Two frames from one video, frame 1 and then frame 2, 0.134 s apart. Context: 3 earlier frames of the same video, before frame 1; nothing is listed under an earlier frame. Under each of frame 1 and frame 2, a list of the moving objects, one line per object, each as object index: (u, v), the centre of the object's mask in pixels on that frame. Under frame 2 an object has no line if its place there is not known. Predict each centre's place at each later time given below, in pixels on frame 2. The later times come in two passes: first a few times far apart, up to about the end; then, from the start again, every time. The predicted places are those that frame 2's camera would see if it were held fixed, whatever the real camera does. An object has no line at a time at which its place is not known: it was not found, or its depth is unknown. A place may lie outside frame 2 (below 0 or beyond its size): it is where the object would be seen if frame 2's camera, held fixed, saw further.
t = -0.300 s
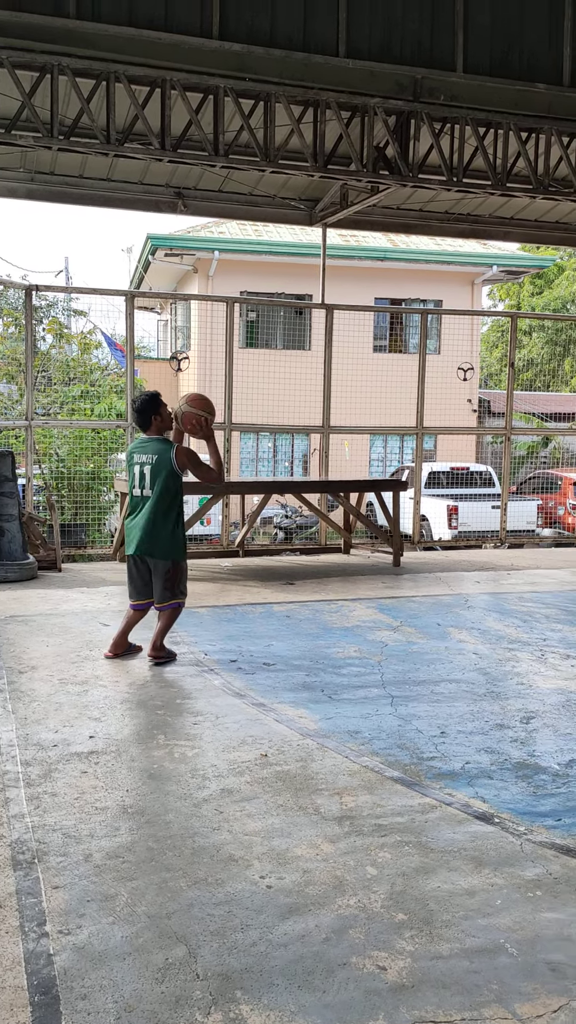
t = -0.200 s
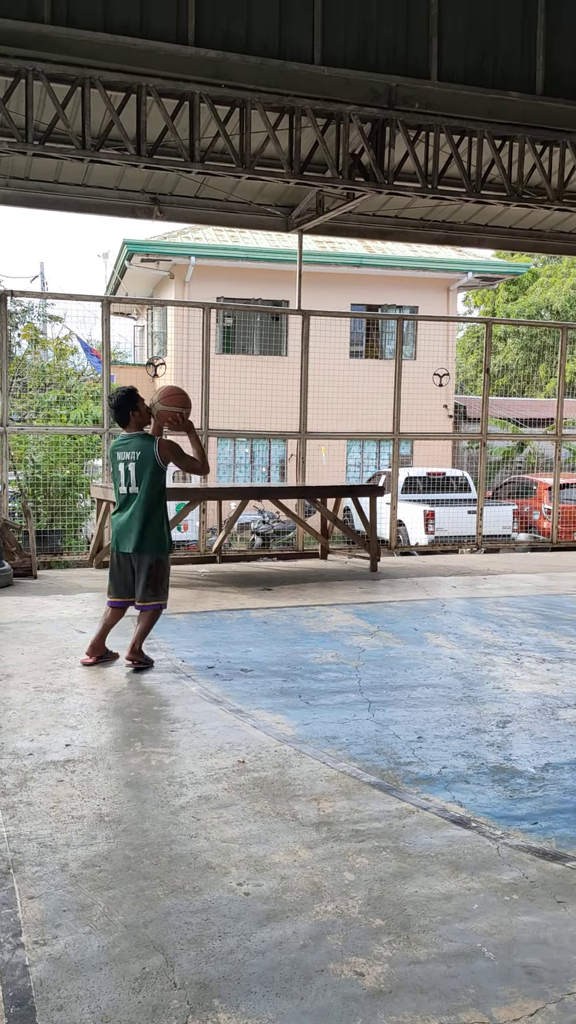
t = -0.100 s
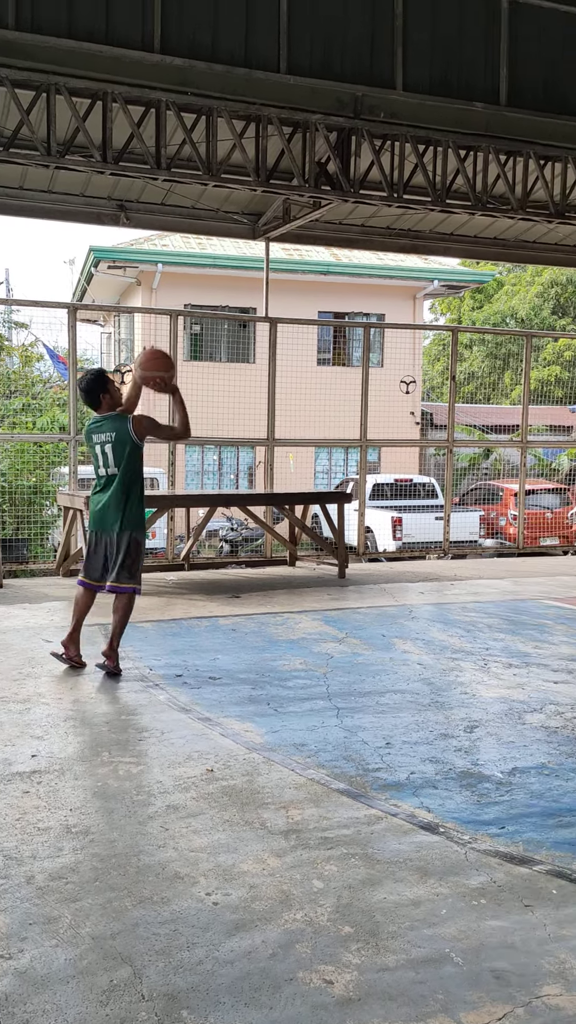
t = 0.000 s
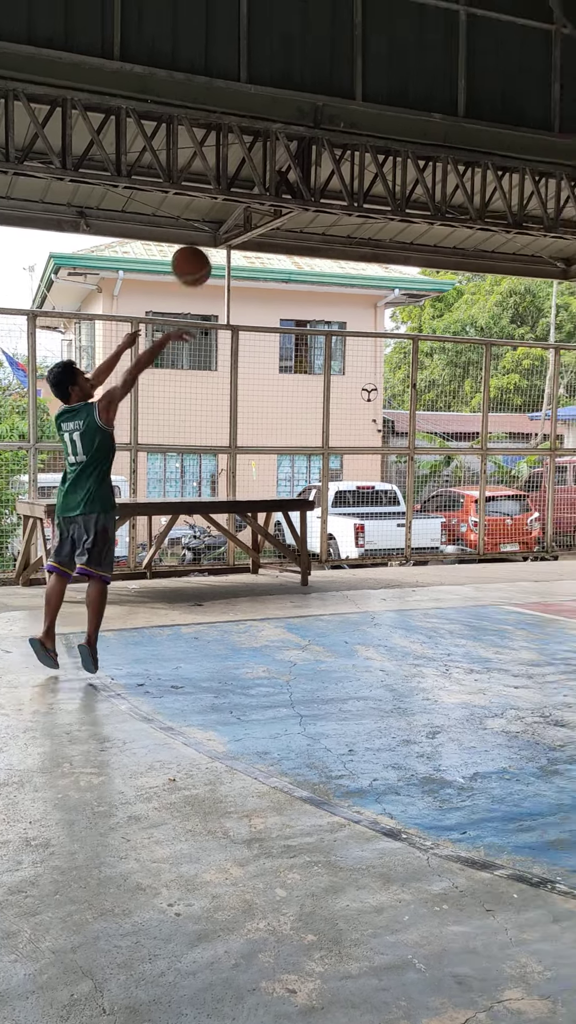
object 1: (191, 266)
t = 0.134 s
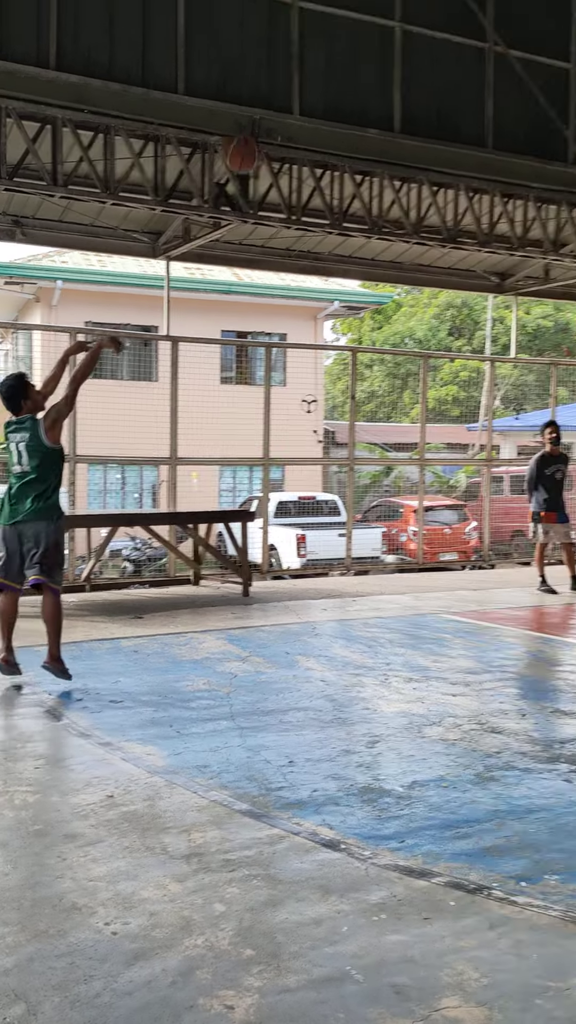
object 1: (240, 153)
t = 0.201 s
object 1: (294, 108)
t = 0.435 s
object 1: (454, 13)
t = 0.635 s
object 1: (570, 3)
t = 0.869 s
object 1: (685, 61)
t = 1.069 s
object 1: (767, 156)
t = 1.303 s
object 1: (838, 292)
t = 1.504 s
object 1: (848, 359)
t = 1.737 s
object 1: (859, 488)
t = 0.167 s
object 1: (268, 129)
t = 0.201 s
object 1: (294, 108)
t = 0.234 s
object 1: (318, 88)
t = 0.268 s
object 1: (343, 70)
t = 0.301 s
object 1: (367, 55)
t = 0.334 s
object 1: (390, 40)
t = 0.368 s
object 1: (412, 29)
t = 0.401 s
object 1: (434, 21)
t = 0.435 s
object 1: (454, 13)
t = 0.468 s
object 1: (474, 6)
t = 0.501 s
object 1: (495, 2)
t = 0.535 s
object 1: (514, 2)
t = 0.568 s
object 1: (533, 2)
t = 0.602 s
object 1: (552, 3)
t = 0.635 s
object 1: (570, 3)
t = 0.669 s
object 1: (588, 9)
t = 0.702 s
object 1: (605, 13)
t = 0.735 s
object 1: (622, 21)
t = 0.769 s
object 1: (637, 29)
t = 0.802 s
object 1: (655, 39)
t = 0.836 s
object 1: (669, 50)
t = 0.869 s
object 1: (685, 61)
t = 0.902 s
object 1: (699, 75)
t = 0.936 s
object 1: (714, 88)
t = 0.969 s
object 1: (728, 103)
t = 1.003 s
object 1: (742, 120)
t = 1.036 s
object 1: (754, 140)
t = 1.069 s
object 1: (767, 156)
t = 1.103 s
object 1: (779, 175)
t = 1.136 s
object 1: (790, 194)
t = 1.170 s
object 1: (803, 215)
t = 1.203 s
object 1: (816, 236)
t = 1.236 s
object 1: (826, 261)
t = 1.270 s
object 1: (835, 281)
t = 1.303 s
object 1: (838, 292)
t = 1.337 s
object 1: (839, 301)
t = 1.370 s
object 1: (844, 306)
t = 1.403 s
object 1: (846, 319)
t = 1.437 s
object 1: (845, 332)
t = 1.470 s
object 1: (846, 345)
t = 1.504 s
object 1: (848, 359)
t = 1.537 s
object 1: (850, 375)
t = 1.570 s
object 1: (851, 391)
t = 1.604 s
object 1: (852, 408)
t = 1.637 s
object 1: (853, 427)
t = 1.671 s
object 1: (855, 446)
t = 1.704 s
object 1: (857, 466)
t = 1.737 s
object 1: (859, 488)
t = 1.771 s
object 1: (860, 510)
